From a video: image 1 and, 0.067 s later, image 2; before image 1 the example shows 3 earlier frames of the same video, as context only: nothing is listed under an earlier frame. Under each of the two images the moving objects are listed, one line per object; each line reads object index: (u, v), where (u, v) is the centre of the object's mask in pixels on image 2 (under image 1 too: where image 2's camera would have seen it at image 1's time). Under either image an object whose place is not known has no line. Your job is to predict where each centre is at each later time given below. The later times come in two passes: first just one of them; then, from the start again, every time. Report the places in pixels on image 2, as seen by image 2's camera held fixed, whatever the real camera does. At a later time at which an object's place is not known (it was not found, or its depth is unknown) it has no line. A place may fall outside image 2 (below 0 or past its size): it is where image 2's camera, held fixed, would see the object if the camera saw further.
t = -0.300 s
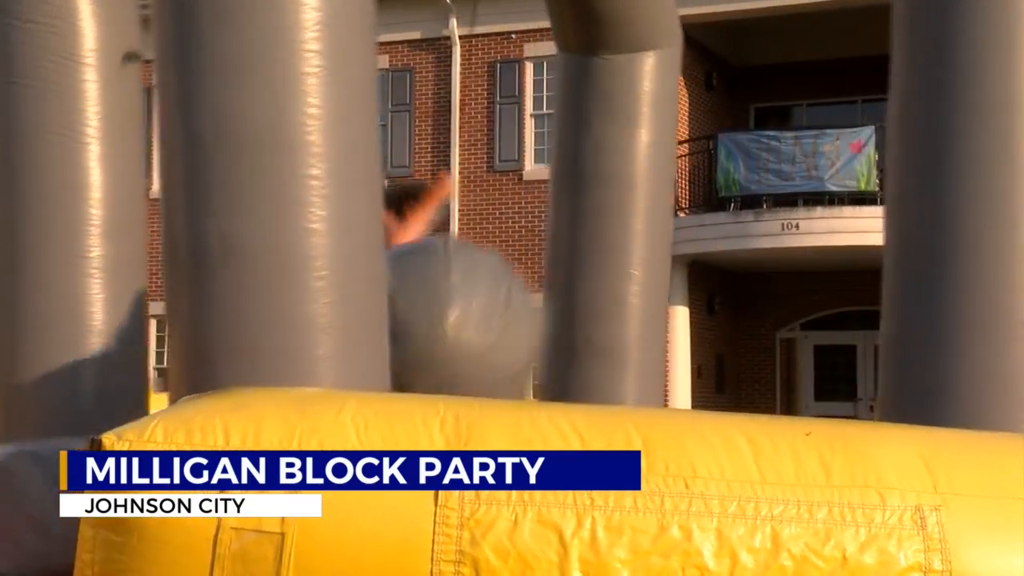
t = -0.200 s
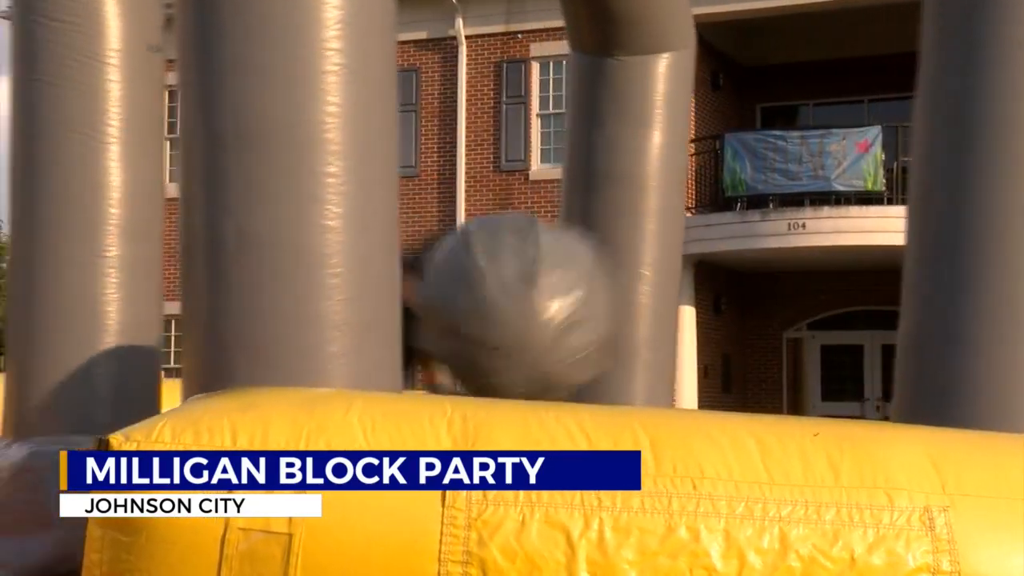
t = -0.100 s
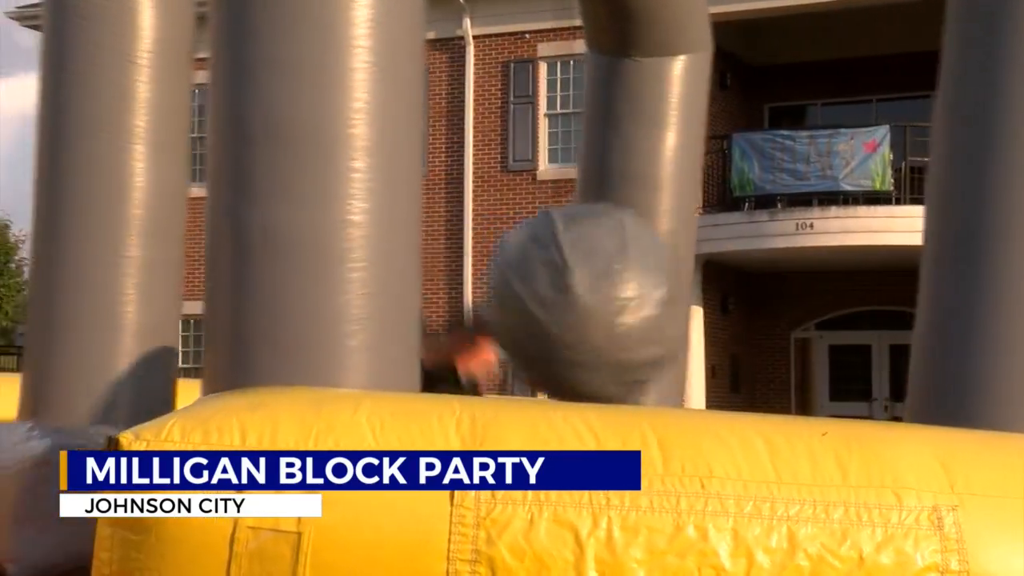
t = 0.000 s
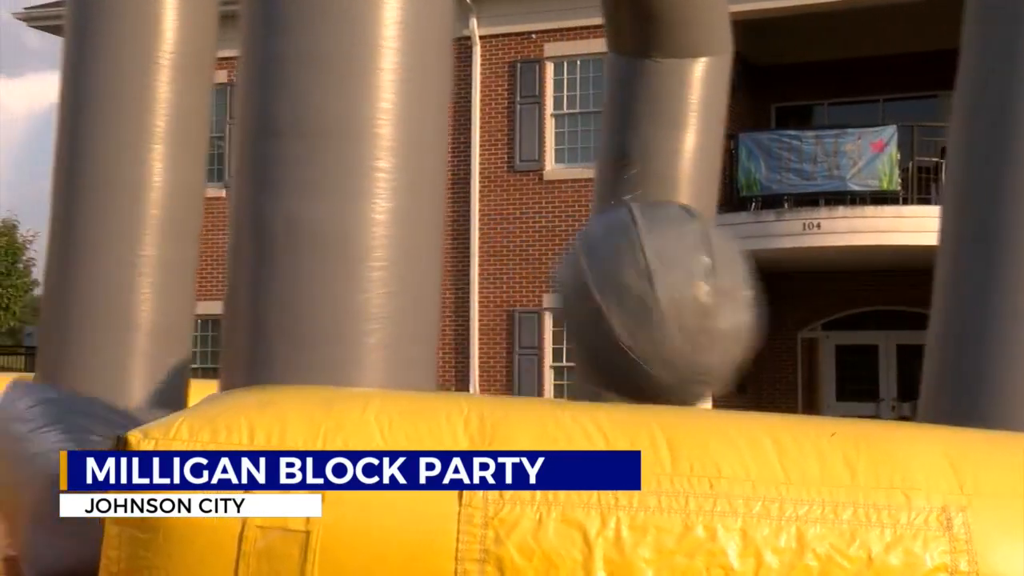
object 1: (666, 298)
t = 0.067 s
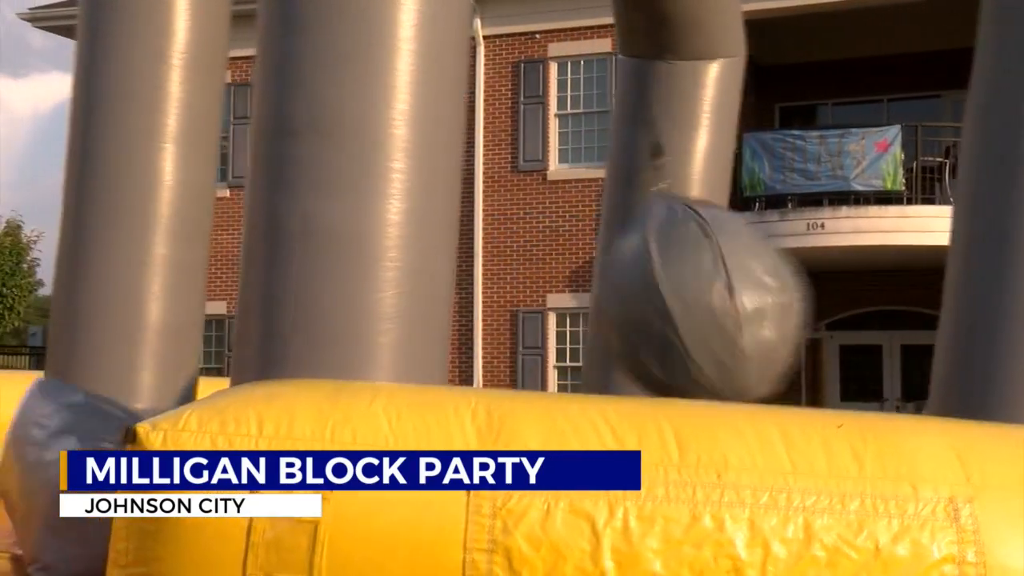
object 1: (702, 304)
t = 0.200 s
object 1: (776, 301)
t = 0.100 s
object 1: (722, 305)
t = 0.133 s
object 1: (738, 304)
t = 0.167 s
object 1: (757, 303)
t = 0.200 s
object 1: (776, 301)
